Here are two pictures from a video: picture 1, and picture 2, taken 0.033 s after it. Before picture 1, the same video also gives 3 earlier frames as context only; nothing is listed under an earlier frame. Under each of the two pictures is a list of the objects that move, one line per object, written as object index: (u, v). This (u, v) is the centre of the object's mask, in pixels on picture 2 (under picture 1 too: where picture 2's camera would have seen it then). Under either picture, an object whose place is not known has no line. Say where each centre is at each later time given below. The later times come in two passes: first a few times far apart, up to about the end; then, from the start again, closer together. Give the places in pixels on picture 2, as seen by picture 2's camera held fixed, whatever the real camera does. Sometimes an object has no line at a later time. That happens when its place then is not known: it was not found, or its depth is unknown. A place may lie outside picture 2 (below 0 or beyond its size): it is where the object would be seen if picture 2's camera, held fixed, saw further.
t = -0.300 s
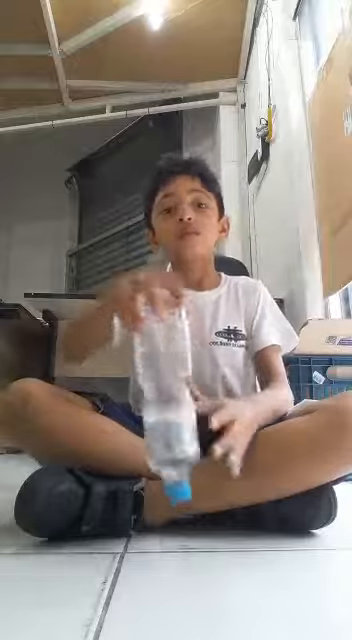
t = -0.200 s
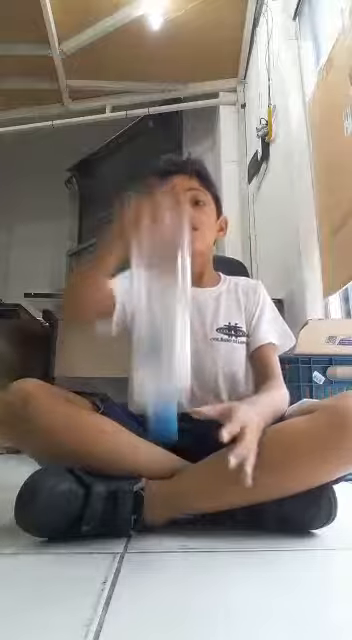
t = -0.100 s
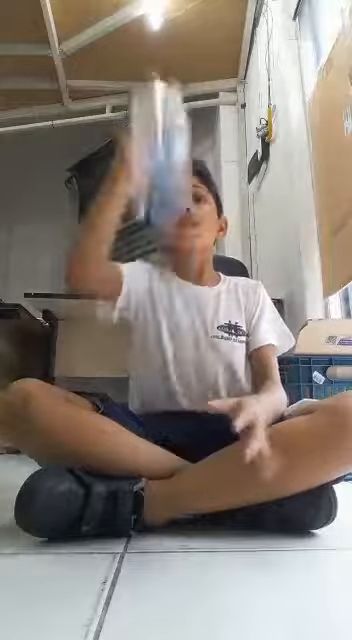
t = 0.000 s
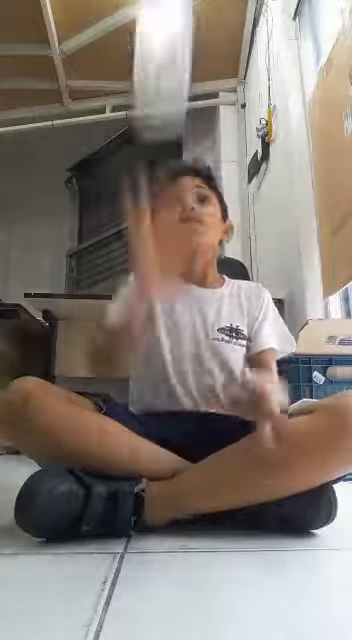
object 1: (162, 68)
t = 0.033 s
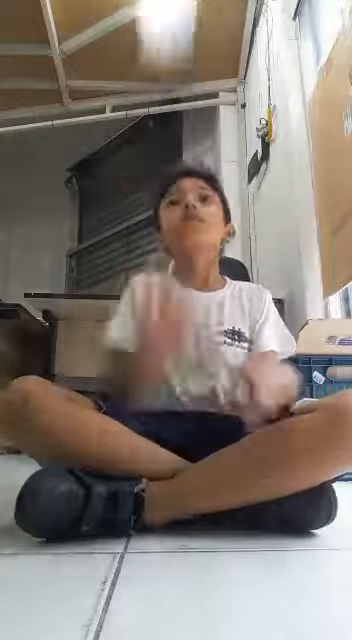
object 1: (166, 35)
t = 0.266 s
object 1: (174, 13)
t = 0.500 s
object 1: (174, 228)
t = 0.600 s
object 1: (178, 461)
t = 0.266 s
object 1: (174, 13)
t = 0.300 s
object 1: (174, 21)
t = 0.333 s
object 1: (172, 33)
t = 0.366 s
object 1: (172, 50)
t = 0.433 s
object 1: (171, 99)
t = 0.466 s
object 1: (172, 155)
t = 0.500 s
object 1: (174, 228)
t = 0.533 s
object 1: (176, 326)
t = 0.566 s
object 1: (180, 430)
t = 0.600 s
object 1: (178, 461)
